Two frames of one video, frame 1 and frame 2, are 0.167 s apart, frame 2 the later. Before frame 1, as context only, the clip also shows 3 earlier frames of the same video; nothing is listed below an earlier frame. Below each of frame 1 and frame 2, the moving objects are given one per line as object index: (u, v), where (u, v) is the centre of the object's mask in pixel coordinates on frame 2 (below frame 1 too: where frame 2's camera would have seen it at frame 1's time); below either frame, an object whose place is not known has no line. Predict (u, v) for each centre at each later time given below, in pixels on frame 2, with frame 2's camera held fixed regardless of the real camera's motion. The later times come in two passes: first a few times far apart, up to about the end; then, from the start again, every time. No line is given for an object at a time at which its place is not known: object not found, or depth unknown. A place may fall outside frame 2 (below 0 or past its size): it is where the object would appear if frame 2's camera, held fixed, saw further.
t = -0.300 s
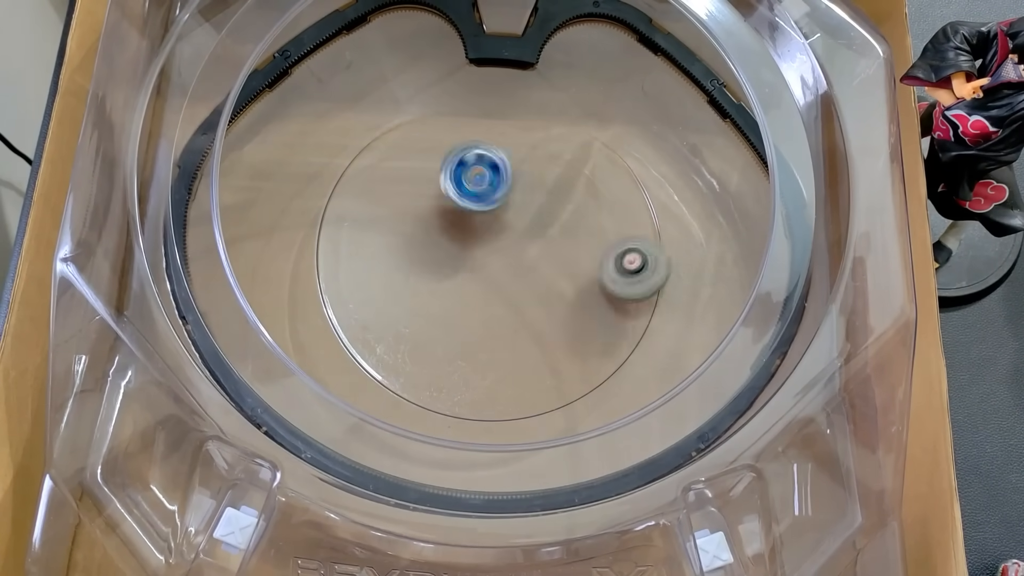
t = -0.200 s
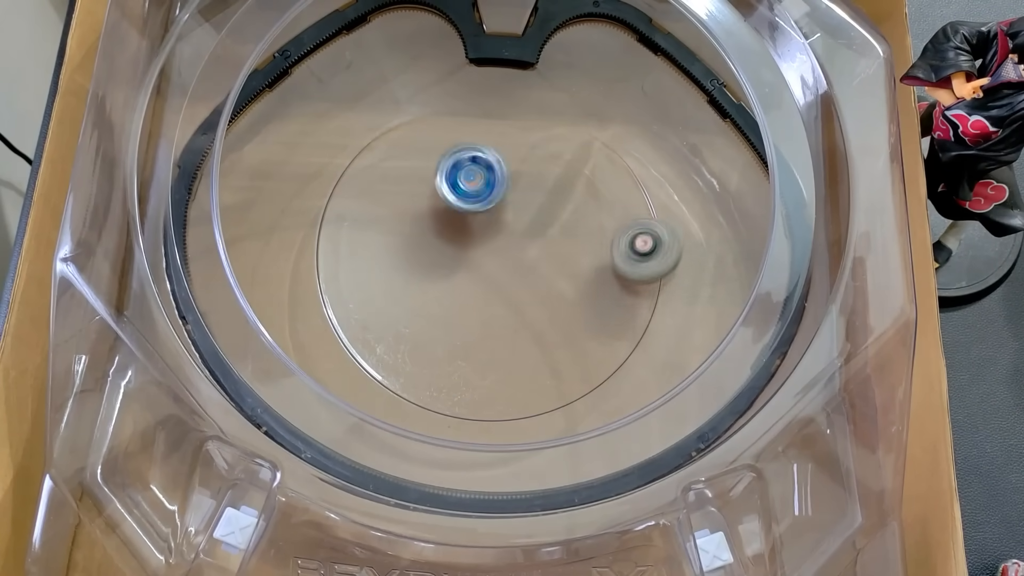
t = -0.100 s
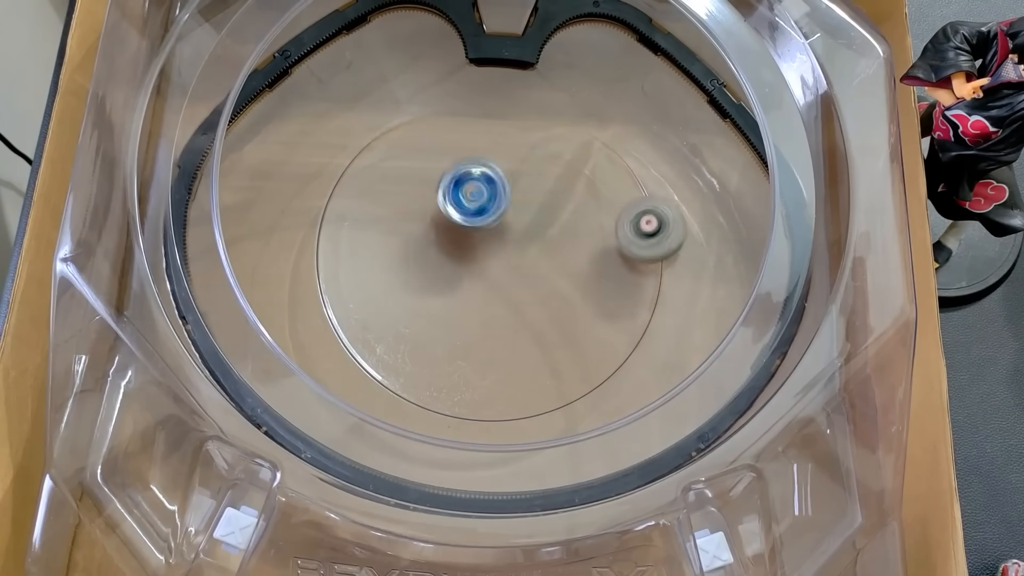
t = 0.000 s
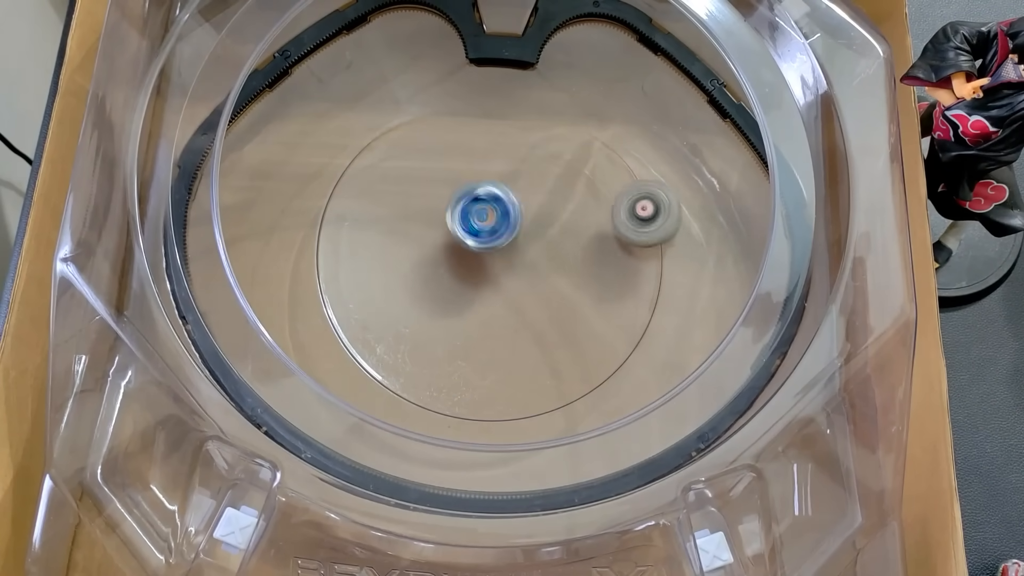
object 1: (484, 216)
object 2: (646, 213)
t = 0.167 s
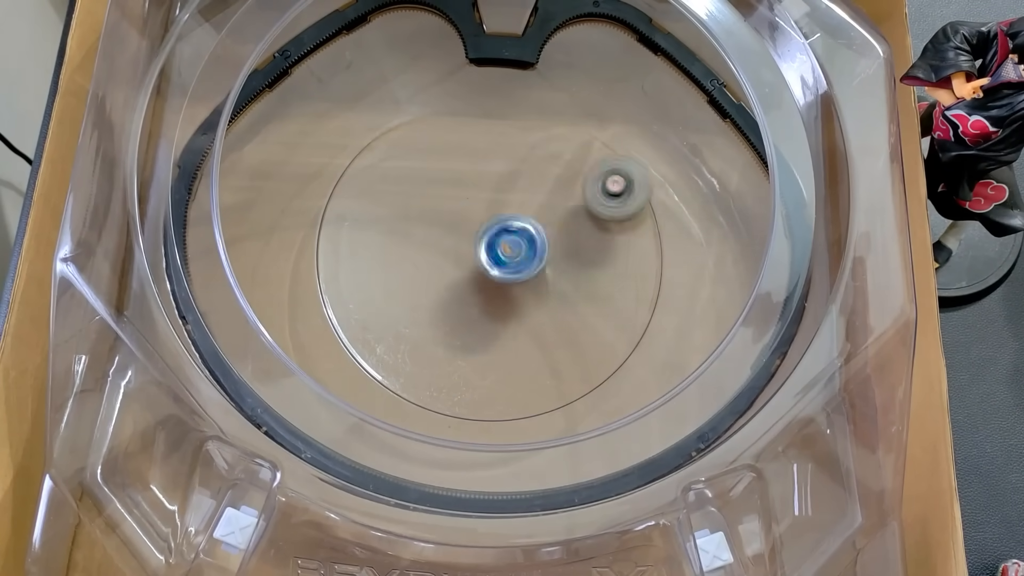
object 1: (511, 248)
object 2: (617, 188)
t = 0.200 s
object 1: (517, 253)
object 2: (609, 187)
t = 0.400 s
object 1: (536, 266)
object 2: (554, 171)
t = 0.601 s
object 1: (518, 256)
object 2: (495, 167)
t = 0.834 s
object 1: (475, 244)
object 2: (434, 168)
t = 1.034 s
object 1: (450, 239)
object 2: (392, 178)
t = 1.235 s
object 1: (455, 240)
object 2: (367, 196)
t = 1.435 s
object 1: (484, 233)
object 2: (388, 231)
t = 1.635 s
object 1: (513, 222)
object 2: (415, 277)
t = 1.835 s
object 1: (514, 215)
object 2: (444, 318)
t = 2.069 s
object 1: (498, 236)
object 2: (477, 353)
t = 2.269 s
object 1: (486, 260)
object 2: (495, 347)
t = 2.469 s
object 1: (456, 221)
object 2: (544, 348)
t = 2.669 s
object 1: (432, 190)
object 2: (573, 340)
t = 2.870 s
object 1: (447, 200)
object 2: (573, 306)
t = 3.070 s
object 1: (494, 231)
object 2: (566, 255)
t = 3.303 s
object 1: (531, 283)
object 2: (540, 205)
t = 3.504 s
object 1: (539, 292)
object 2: (502, 174)
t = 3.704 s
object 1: (508, 260)
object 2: (462, 161)
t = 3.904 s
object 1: (470, 215)
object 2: (425, 167)
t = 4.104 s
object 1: (490, 230)
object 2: (390, 162)
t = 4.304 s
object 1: (513, 254)
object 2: (388, 189)
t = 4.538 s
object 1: (530, 263)
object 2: (411, 238)
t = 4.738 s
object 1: (512, 252)
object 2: (446, 278)
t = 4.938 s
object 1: (481, 227)
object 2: (492, 302)
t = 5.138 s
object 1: (459, 210)
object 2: (541, 306)
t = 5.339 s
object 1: (454, 217)
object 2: (579, 286)
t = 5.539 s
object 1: (475, 237)
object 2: (595, 254)
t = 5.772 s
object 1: (502, 261)
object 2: (583, 214)
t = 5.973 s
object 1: (513, 272)
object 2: (548, 190)
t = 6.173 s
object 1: (508, 262)
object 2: (503, 184)
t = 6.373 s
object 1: (492, 238)
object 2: (459, 193)
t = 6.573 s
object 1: (501, 224)
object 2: (423, 242)
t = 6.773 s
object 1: (517, 222)
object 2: (419, 284)
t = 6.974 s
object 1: (516, 227)
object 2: (448, 317)
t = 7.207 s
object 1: (488, 227)
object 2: (501, 319)
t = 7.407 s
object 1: (466, 225)
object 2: (537, 290)
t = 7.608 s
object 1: (456, 230)
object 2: (548, 248)
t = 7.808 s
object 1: (467, 235)
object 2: (540, 207)
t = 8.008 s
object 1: (489, 245)
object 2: (510, 180)
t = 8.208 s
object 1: (506, 257)
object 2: (468, 187)
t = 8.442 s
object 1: (506, 256)
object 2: (439, 226)
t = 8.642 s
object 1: (530, 252)
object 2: (431, 271)
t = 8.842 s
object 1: (523, 275)
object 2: (434, 301)
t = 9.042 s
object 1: (497, 278)
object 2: (455, 320)
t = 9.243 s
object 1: (479, 253)
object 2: (482, 317)
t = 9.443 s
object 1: (475, 244)
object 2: (529, 312)
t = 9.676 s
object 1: (489, 254)
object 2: (547, 318)
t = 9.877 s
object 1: (487, 251)
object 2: (535, 306)
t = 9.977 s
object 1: (480, 246)
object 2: (534, 286)
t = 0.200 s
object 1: (517, 253)
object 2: (609, 187)
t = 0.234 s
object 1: (522, 258)
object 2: (601, 184)
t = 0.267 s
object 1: (526, 260)
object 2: (593, 179)
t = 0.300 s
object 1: (530, 265)
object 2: (583, 176)
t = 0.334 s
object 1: (533, 265)
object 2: (574, 175)
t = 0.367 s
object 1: (535, 265)
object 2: (565, 175)
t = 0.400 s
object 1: (536, 266)
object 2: (554, 171)
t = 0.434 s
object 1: (537, 266)
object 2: (546, 169)
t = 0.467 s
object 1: (535, 263)
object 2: (535, 170)
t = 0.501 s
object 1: (533, 261)
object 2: (527, 168)
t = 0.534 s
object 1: (528, 258)
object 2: (516, 168)
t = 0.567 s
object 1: (523, 257)
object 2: (507, 166)
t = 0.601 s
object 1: (518, 256)
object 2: (495, 167)
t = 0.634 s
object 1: (512, 255)
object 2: (488, 165)
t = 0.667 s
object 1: (505, 253)
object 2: (478, 166)
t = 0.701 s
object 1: (498, 251)
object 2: (467, 167)
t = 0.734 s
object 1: (493, 249)
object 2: (458, 168)
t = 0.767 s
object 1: (487, 248)
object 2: (450, 167)
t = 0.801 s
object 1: (481, 246)
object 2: (442, 168)
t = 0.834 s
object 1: (475, 244)
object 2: (434, 168)
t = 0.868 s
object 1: (470, 243)
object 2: (426, 170)
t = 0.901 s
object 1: (464, 242)
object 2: (418, 170)
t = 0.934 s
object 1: (460, 241)
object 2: (412, 172)
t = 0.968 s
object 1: (456, 241)
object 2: (405, 174)
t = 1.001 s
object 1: (453, 240)
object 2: (398, 177)
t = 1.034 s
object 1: (450, 239)
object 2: (392, 178)
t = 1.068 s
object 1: (448, 238)
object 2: (385, 181)
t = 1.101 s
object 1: (447, 239)
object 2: (381, 183)
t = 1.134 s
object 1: (447, 240)
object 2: (376, 186)
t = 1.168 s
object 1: (448, 240)
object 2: (372, 188)
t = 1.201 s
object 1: (450, 240)
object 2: (369, 193)
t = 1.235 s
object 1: (455, 240)
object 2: (367, 196)
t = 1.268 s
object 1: (458, 240)
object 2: (368, 200)
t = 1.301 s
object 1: (462, 240)
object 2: (370, 204)
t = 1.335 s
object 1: (468, 239)
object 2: (374, 210)
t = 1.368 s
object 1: (475, 236)
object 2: (378, 215)
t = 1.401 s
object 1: (478, 235)
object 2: (382, 222)
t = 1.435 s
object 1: (484, 233)
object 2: (388, 231)
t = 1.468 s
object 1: (490, 233)
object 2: (393, 238)
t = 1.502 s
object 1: (496, 230)
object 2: (397, 246)
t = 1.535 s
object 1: (499, 228)
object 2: (401, 255)
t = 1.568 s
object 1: (503, 226)
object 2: (405, 263)
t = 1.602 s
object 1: (508, 223)
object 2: (410, 270)
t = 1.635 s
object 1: (513, 222)
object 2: (415, 277)
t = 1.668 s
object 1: (514, 220)
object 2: (420, 285)
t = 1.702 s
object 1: (515, 218)
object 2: (425, 291)
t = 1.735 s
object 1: (516, 216)
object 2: (430, 298)
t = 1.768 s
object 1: (517, 215)
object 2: (435, 305)
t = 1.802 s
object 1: (516, 214)
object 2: (440, 311)
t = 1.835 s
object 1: (514, 215)
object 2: (444, 318)
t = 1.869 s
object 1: (512, 215)
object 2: (449, 323)
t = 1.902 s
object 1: (509, 218)
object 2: (453, 329)
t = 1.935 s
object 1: (507, 221)
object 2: (458, 334)
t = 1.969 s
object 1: (503, 224)
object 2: (462, 340)
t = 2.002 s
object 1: (502, 228)
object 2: (467, 344)
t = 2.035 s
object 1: (499, 231)
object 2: (472, 348)
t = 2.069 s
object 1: (498, 236)
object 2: (477, 353)
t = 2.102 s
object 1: (493, 240)
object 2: (480, 355)
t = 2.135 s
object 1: (492, 243)
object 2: (484, 358)
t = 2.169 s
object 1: (489, 248)
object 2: (488, 356)
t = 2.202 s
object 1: (488, 252)
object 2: (490, 355)
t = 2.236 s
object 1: (487, 256)
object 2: (492, 351)
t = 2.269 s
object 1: (486, 260)
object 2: (495, 347)
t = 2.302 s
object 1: (485, 262)
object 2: (499, 342)
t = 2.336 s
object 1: (487, 264)
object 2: (504, 338)
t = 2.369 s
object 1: (480, 258)
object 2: (514, 338)
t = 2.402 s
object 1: (471, 243)
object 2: (528, 344)
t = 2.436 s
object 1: (463, 231)
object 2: (537, 348)
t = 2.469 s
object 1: (456, 221)
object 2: (544, 348)
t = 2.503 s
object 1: (451, 215)
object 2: (550, 349)
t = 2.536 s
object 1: (445, 208)
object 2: (556, 349)
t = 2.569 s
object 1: (439, 202)
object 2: (561, 347)
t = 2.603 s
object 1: (437, 197)
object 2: (566, 346)
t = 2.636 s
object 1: (434, 193)
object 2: (569, 343)
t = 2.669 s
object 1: (432, 190)
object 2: (573, 340)
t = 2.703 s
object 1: (431, 189)
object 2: (575, 336)
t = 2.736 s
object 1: (431, 190)
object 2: (576, 332)
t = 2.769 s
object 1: (433, 190)
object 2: (574, 327)
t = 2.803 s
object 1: (435, 193)
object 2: (574, 319)
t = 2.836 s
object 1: (439, 195)
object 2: (574, 312)
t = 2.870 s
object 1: (447, 200)
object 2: (573, 306)
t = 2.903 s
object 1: (451, 204)
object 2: (572, 295)
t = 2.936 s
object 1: (458, 208)
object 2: (572, 289)
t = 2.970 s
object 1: (468, 215)
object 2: (571, 281)
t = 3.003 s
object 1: (476, 220)
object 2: (568, 272)
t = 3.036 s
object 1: (484, 224)
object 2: (568, 263)
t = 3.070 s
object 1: (494, 231)
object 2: (566, 255)
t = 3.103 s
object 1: (503, 237)
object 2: (567, 247)
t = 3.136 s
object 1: (511, 242)
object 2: (569, 241)
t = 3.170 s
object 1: (517, 250)
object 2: (569, 233)
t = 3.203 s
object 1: (521, 259)
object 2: (560, 219)
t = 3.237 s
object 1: (524, 267)
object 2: (553, 213)
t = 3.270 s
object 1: (527, 275)
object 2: (546, 210)
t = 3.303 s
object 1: (531, 283)
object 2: (540, 205)
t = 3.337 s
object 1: (535, 290)
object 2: (533, 199)
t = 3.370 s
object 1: (537, 295)
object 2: (527, 193)
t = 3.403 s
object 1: (539, 296)
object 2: (521, 188)
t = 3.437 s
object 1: (539, 296)
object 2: (515, 182)
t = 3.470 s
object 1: (541, 294)
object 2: (509, 177)
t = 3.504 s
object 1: (539, 292)
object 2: (502, 174)
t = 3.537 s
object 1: (535, 287)
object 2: (495, 171)
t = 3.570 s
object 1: (530, 284)
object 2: (489, 168)
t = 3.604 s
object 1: (524, 278)
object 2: (483, 166)
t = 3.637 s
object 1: (519, 273)
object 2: (476, 165)
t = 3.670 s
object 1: (515, 267)
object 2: (468, 163)
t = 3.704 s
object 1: (508, 260)
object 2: (462, 161)
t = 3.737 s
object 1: (501, 252)
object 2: (457, 162)
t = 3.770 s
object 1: (492, 243)
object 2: (450, 162)
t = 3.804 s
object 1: (485, 235)
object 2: (444, 163)
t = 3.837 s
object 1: (480, 229)
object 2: (438, 164)
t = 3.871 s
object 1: (475, 223)
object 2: (433, 165)
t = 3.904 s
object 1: (470, 215)
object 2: (425, 167)
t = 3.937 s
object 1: (465, 209)
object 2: (421, 166)
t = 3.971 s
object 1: (472, 215)
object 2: (410, 164)
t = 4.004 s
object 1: (477, 219)
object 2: (404, 162)
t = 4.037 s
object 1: (482, 222)
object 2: (399, 160)
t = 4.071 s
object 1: (486, 226)
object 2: (393, 161)
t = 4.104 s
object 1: (490, 230)
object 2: (390, 162)
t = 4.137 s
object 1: (496, 235)
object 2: (386, 165)
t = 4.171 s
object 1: (500, 238)
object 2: (382, 168)
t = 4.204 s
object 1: (502, 241)
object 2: (382, 173)
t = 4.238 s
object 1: (507, 244)
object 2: (383, 177)
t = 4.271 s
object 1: (511, 249)
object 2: (385, 182)
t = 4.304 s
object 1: (513, 254)
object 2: (388, 189)
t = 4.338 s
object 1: (519, 257)
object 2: (390, 194)
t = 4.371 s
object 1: (523, 259)
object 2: (392, 203)
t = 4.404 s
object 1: (524, 261)
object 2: (394, 211)
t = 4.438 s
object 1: (528, 263)
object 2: (397, 218)
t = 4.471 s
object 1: (530, 264)
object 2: (401, 224)
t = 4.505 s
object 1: (530, 263)
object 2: (406, 232)
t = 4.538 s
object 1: (530, 263)
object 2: (411, 238)
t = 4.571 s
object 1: (529, 261)
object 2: (416, 246)
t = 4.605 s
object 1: (527, 260)
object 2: (421, 252)
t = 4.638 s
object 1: (524, 258)
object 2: (427, 260)
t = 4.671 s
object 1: (520, 256)
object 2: (433, 266)
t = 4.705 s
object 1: (517, 255)
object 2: (440, 273)
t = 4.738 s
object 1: (512, 252)
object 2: (446, 278)
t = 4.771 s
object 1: (508, 250)
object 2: (453, 283)
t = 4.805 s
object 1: (503, 248)
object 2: (458, 288)
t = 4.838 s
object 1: (498, 242)
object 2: (467, 293)
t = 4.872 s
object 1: (493, 236)
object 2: (476, 297)
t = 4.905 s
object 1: (487, 231)
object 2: (483, 298)
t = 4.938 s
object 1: (481, 227)
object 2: (492, 302)
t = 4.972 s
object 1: (477, 223)
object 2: (499, 302)
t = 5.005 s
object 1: (474, 221)
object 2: (508, 304)
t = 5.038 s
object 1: (470, 217)
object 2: (517, 306)
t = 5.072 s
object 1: (465, 213)
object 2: (525, 307)
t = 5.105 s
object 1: (463, 212)
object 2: (533, 306)
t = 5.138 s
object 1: (459, 210)
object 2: (541, 306)
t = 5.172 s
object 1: (456, 210)
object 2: (548, 304)
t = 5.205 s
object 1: (455, 210)
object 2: (556, 302)
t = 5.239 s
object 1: (453, 211)
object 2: (562, 299)
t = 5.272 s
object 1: (452, 211)
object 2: (568, 295)
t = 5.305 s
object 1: (452, 213)
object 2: (573, 291)
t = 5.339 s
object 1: (454, 217)
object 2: (579, 286)
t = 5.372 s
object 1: (457, 221)
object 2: (583, 281)
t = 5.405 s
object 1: (459, 224)
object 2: (586, 276)
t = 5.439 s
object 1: (463, 226)
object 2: (590, 271)
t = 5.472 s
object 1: (468, 229)
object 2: (593, 266)
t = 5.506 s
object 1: (471, 233)
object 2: (594, 259)
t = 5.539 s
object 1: (475, 237)
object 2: (595, 254)
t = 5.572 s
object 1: (481, 240)
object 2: (596, 247)
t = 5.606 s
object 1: (486, 245)
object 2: (597, 242)
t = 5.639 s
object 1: (489, 249)
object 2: (595, 235)
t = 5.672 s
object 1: (493, 251)
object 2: (593, 230)
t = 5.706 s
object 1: (497, 253)
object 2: (591, 224)
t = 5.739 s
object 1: (500, 258)
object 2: (589, 218)
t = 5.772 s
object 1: (502, 261)
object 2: (583, 214)
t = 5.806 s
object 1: (507, 265)
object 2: (580, 210)
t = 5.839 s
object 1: (510, 268)
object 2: (574, 204)
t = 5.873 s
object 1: (511, 269)
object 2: (567, 198)
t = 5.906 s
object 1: (514, 269)
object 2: (562, 197)
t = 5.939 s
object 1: (516, 270)
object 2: (555, 192)
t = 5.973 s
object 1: (513, 272)
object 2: (548, 190)
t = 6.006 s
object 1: (510, 270)
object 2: (540, 188)
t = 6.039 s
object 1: (511, 270)
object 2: (533, 186)
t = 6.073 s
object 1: (513, 269)
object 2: (526, 185)
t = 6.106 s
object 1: (512, 268)
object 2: (518, 184)
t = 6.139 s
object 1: (509, 266)
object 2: (511, 184)
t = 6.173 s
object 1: (508, 262)
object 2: (503, 184)
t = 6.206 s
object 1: (506, 258)
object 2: (496, 186)
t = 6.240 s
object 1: (502, 255)
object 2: (489, 187)
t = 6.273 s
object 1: (499, 249)
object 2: (481, 188)
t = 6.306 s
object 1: (497, 245)
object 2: (474, 189)
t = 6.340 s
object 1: (495, 241)
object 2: (467, 191)
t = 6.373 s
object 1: (492, 238)
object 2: (459, 193)
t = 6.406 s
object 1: (489, 233)
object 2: (448, 198)
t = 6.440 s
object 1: (488, 229)
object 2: (441, 203)
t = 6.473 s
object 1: (489, 227)
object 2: (434, 213)
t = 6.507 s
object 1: (493, 226)
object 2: (431, 224)
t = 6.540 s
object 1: (496, 224)
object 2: (426, 234)
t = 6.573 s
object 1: (501, 224)
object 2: (423, 242)
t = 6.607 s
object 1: (505, 225)
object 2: (419, 249)
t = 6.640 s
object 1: (508, 224)
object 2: (417, 257)
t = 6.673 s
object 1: (513, 223)
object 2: (416, 264)
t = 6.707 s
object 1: (517, 222)
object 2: (416, 272)
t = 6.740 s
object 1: (517, 222)
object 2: (417, 278)
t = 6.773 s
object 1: (517, 222)
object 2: (419, 284)
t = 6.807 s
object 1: (520, 222)
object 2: (422, 291)
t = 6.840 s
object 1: (520, 224)
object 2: (425, 296)
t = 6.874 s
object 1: (517, 223)
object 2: (430, 303)
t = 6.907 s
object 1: (516, 225)
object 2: (435, 308)
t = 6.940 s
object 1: (517, 226)
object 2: (442, 313)
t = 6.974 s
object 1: (516, 227)
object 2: (448, 317)
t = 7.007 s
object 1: (512, 229)
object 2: (456, 320)
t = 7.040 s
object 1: (507, 229)
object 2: (462, 321)
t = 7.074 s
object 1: (506, 229)
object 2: (469, 323)
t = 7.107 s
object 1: (502, 229)
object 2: (479, 323)
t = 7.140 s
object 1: (500, 228)
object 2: (485, 323)
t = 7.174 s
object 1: (495, 227)
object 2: (494, 321)
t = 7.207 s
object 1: (488, 227)
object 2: (501, 319)
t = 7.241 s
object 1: (484, 226)
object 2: (508, 317)
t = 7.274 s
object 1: (481, 226)
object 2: (515, 312)
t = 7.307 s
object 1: (476, 225)
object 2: (522, 310)
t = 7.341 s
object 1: (472, 225)
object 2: (528, 304)
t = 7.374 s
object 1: (468, 225)
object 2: (532, 298)
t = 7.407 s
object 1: (466, 225)
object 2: (537, 290)
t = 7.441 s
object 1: (460, 227)
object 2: (540, 284)
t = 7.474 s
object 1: (458, 227)
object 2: (543, 276)
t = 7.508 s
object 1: (457, 227)
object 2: (545, 270)
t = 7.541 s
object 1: (457, 227)
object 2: (546, 263)
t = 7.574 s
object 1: (457, 227)
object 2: (546, 255)
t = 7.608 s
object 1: (456, 230)
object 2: (548, 248)
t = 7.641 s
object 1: (455, 229)
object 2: (547, 240)
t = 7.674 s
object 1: (455, 230)
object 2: (546, 233)
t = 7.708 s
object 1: (458, 231)
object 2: (546, 226)
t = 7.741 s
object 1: (461, 233)
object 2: (544, 221)
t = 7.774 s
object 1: (462, 235)
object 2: (543, 214)
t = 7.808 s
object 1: (467, 235)
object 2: (540, 207)
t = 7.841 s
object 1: (472, 237)
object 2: (537, 202)
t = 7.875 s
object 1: (474, 237)
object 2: (533, 195)
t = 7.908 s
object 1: (478, 238)
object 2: (529, 191)
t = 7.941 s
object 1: (483, 241)
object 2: (523, 187)
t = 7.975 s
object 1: (487, 243)
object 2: (516, 183)
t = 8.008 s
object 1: (489, 245)
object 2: (510, 180)
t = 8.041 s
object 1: (492, 247)
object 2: (503, 179)
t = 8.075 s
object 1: (498, 249)
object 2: (496, 180)
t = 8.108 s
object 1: (502, 252)
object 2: (488, 181)
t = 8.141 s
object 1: (503, 254)
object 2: (481, 182)
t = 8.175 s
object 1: (504, 256)
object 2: (476, 183)
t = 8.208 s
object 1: (506, 257)
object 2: (468, 187)
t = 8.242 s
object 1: (507, 259)
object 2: (463, 191)
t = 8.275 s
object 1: (507, 262)
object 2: (458, 194)
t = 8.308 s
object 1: (507, 263)
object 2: (452, 199)
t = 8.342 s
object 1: (505, 263)
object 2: (448, 204)
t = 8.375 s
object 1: (505, 261)
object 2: (444, 211)
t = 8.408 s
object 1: (505, 259)
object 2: (442, 218)
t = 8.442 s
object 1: (506, 256)
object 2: (439, 226)
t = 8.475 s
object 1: (508, 254)
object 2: (438, 233)
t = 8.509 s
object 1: (512, 254)
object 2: (435, 240)
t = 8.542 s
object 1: (518, 255)
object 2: (434, 248)
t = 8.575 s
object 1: (524, 253)
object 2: (434, 255)
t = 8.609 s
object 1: (527, 251)
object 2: (433, 263)
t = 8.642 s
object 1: (530, 252)
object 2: (431, 271)
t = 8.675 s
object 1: (532, 257)
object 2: (430, 276)
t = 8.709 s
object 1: (531, 264)
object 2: (430, 281)
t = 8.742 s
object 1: (529, 268)
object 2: (430, 286)
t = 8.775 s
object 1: (528, 270)
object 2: (430, 291)
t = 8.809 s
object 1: (527, 274)
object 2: (431, 296)
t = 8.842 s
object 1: (523, 275)
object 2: (434, 301)
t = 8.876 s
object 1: (519, 278)
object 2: (436, 305)
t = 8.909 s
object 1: (515, 280)
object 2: (441, 310)
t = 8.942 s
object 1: (509, 281)
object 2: (446, 311)
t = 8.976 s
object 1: (504, 282)
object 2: (448, 316)
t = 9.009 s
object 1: (501, 280)
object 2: (450, 319)
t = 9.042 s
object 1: (497, 278)
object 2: (455, 320)
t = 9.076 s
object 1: (496, 273)
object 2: (459, 324)
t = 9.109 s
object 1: (493, 265)
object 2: (462, 325)
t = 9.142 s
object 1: (489, 260)
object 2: (467, 323)
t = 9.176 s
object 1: (484, 255)
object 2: (471, 323)
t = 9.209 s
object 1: (481, 253)
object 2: (477, 321)
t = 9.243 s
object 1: (479, 253)
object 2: (482, 317)
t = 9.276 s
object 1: (479, 253)
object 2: (486, 314)
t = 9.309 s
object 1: (480, 251)
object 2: (492, 312)
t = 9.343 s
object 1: (480, 251)
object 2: (495, 310)
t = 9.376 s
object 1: (477, 246)
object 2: (503, 308)
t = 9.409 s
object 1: (475, 244)
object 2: (515, 311)
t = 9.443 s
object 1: (475, 244)
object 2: (529, 312)
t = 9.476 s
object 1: (476, 244)
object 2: (539, 313)
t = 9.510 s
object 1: (477, 245)
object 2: (547, 315)
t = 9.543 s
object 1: (480, 246)
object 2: (550, 317)
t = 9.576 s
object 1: (483, 248)
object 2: (550, 318)
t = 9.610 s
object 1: (486, 250)
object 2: (550, 319)
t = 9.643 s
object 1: (488, 253)
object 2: (550, 319)
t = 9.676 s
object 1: (489, 254)
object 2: (547, 318)
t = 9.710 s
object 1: (490, 255)
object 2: (546, 317)
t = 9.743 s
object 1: (490, 255)
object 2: (541, 316)
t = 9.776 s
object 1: (490, 255)
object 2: (541, 316)
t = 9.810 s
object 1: (489, 254)
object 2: (539, 314)
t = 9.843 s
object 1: (488, 253)
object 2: (537, 310)
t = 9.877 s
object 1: (487, 251)
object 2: (535, 306)
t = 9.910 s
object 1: (484, 249)
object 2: (533, 299)
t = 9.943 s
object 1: (482, 248)
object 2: (532, 293)
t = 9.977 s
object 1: (480, 246)
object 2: (534, 286)
